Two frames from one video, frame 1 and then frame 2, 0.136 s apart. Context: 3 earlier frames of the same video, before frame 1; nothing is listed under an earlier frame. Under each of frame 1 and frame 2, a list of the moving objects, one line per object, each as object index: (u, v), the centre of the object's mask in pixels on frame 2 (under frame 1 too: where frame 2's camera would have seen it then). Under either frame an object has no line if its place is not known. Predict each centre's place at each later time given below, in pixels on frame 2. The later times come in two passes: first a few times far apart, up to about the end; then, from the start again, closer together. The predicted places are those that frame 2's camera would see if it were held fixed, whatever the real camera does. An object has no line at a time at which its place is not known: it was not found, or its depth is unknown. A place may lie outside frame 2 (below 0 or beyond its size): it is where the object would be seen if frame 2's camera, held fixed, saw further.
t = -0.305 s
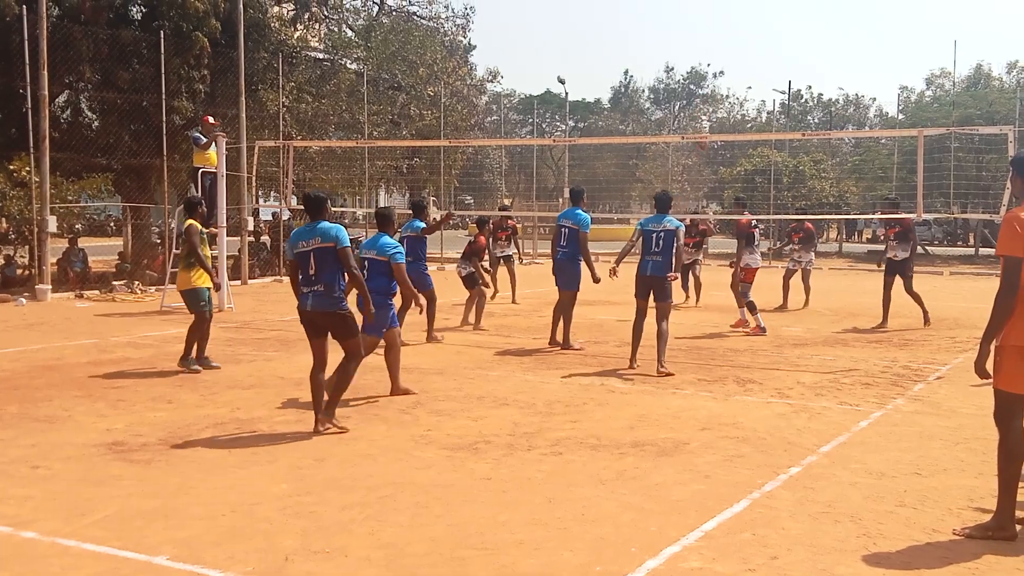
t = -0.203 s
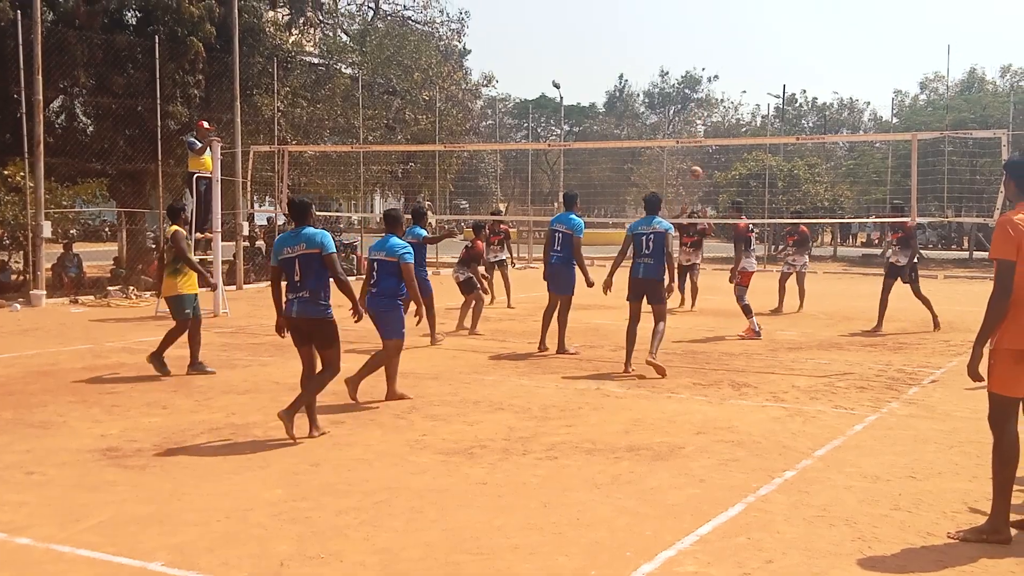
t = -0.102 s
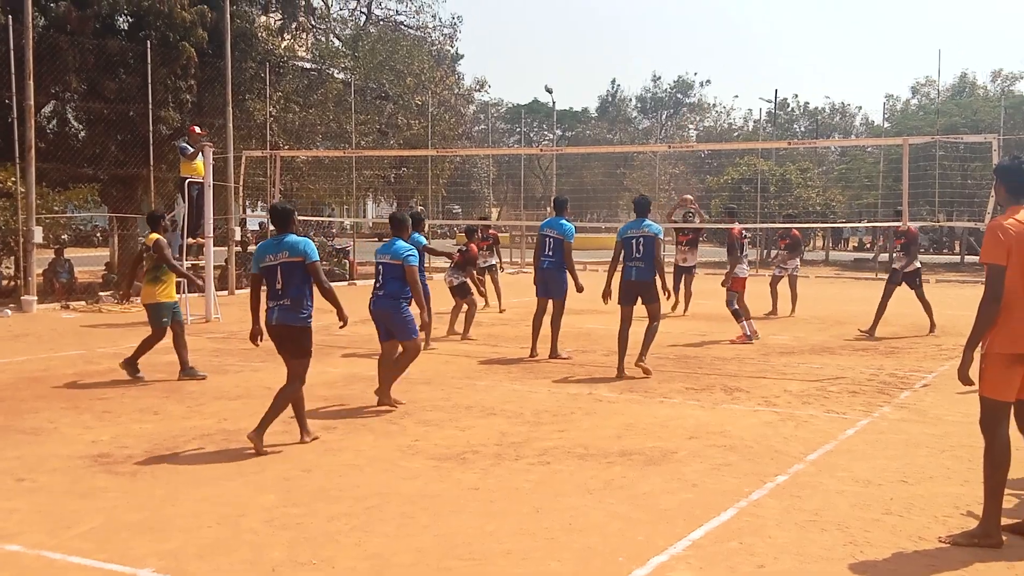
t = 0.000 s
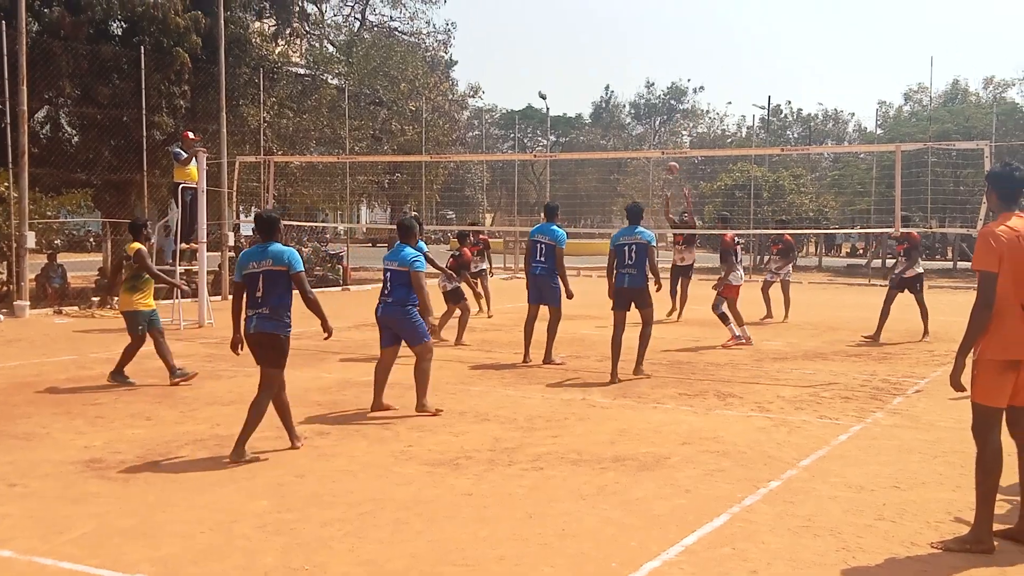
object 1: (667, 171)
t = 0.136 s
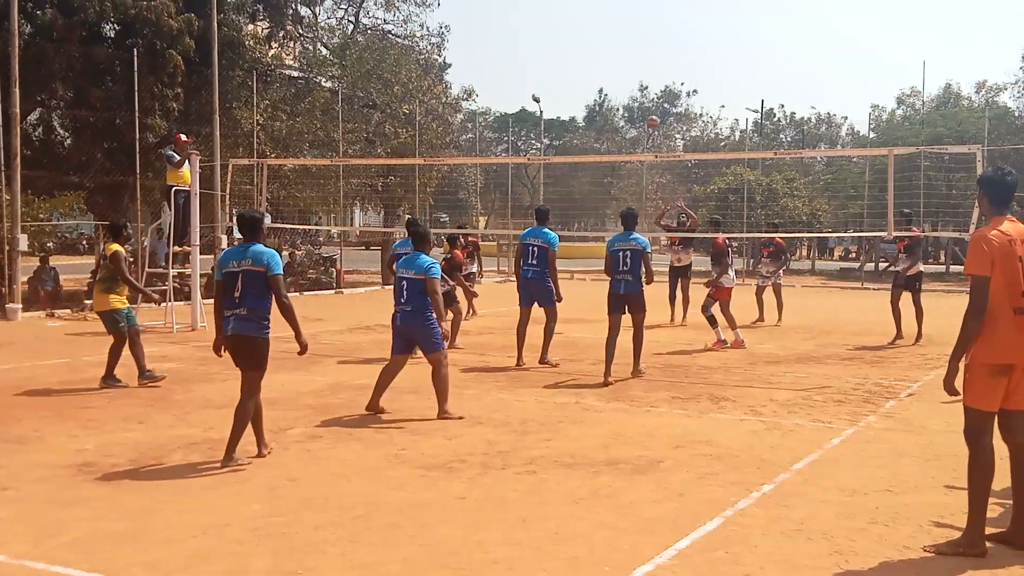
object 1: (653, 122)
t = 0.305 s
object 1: (635, 75)
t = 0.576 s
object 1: (608, 35)
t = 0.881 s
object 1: (576, 47)
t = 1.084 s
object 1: (556, 89)
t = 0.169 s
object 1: (648, 112)
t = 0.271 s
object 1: (639, 84)
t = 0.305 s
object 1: (635, 75)
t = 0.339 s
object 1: (631, 68)
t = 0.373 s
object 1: (628, 61)
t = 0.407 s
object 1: (625, 55)
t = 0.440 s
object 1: (621, 50)
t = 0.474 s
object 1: (618, 45)
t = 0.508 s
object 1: (615, 41)
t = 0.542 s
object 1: (611, 38)
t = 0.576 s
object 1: (608, 35)
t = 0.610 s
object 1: (604, 34)
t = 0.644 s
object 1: (601, 32)
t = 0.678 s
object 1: (597, 32)
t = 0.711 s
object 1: (594, 33)
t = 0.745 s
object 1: (590, 34)
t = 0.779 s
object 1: (587, 36)
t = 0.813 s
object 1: (583, 39)
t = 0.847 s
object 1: (580, 42)
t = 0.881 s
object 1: (576, 47)
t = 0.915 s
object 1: (573, 52)
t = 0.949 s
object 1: (569, 58)
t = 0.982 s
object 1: (566, 64)
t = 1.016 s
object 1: (562, 72)
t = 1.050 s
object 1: (559, 80)
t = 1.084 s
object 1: (556, 89)
